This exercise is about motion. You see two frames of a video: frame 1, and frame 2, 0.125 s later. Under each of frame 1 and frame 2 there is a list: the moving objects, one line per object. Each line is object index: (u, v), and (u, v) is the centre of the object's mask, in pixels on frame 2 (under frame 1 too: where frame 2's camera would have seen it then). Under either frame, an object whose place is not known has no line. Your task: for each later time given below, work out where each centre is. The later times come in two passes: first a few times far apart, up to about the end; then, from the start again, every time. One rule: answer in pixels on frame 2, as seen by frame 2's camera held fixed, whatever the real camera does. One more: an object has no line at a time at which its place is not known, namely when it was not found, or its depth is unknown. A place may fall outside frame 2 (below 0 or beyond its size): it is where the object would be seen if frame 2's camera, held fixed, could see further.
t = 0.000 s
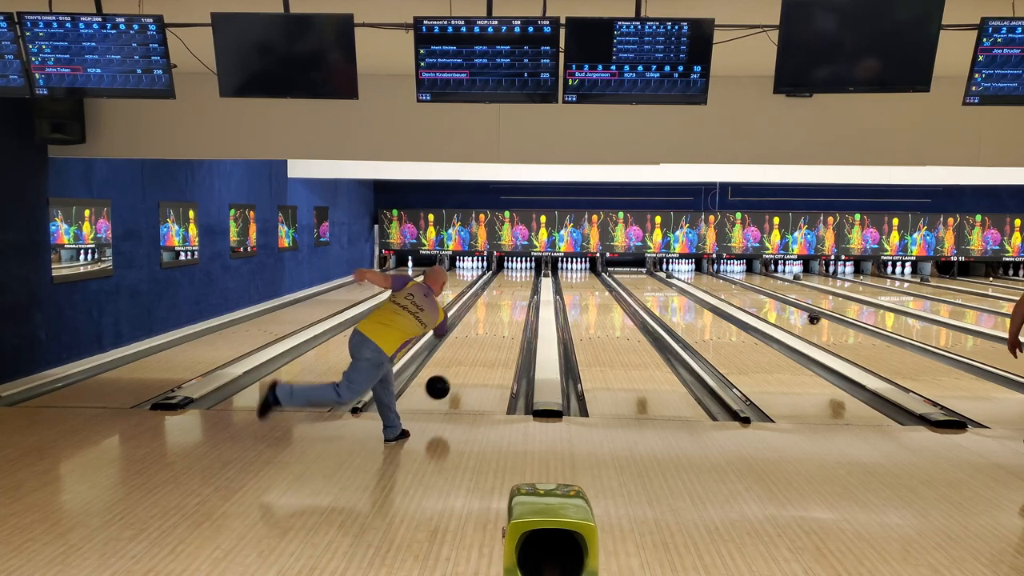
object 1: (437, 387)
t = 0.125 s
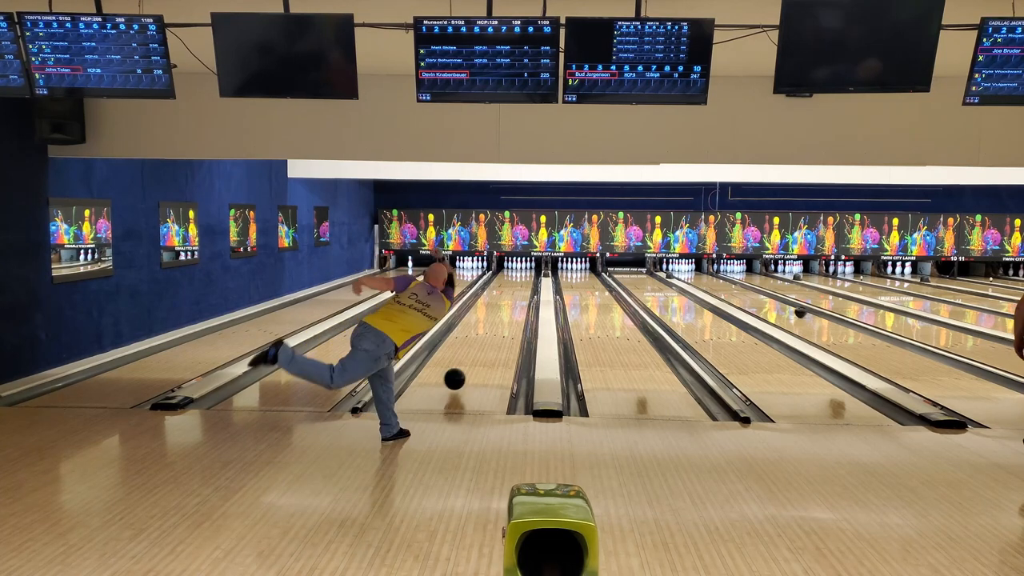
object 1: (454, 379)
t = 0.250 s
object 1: (469, 364)
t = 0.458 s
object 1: (486, 341)
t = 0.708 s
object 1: (500, 321)
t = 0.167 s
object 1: (460, 375)
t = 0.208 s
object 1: (464, 370)
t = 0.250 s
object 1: (469, 364)
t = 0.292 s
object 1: (472, 360)
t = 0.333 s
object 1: (477, 353)
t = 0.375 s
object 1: (479, 350)
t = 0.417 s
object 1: (483, 344)
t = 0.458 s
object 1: (486, 341)
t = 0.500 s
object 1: (489, 337)
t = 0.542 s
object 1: (491, 334)
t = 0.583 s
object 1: (494, 330)
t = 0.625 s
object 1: (496, 327)
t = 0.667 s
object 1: (498, 324)
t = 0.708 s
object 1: (500, 321)
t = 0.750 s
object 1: (502, 318)
